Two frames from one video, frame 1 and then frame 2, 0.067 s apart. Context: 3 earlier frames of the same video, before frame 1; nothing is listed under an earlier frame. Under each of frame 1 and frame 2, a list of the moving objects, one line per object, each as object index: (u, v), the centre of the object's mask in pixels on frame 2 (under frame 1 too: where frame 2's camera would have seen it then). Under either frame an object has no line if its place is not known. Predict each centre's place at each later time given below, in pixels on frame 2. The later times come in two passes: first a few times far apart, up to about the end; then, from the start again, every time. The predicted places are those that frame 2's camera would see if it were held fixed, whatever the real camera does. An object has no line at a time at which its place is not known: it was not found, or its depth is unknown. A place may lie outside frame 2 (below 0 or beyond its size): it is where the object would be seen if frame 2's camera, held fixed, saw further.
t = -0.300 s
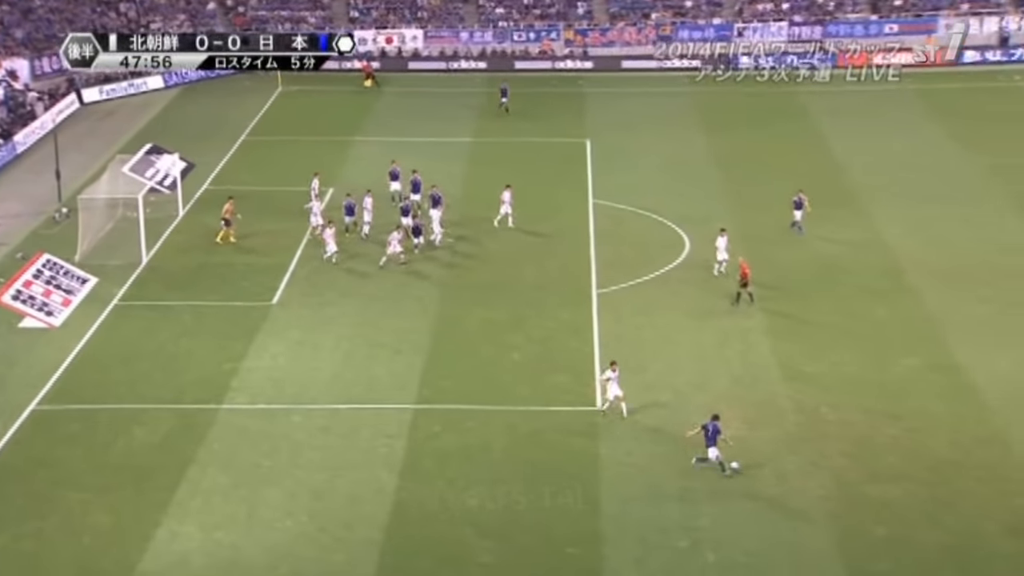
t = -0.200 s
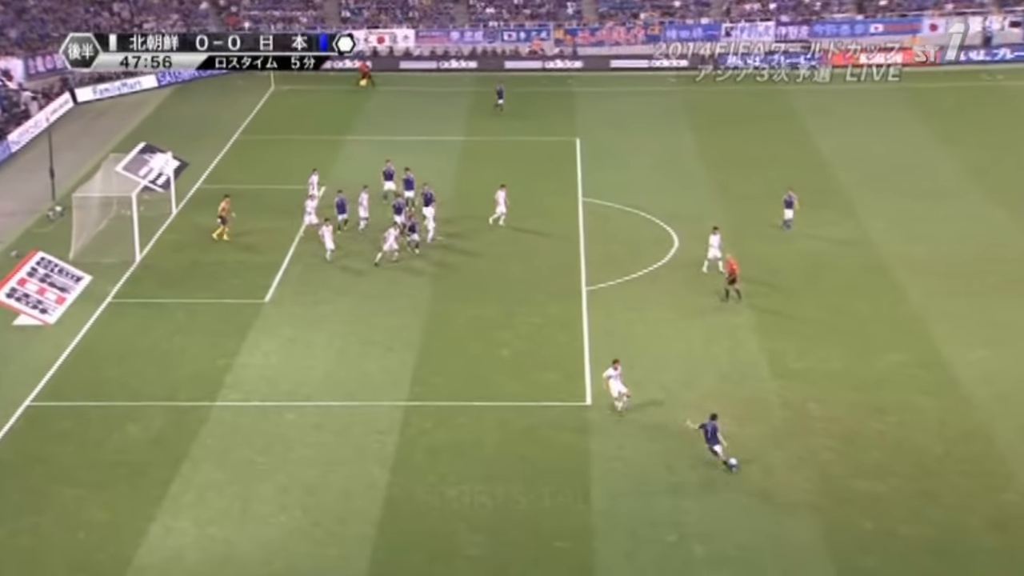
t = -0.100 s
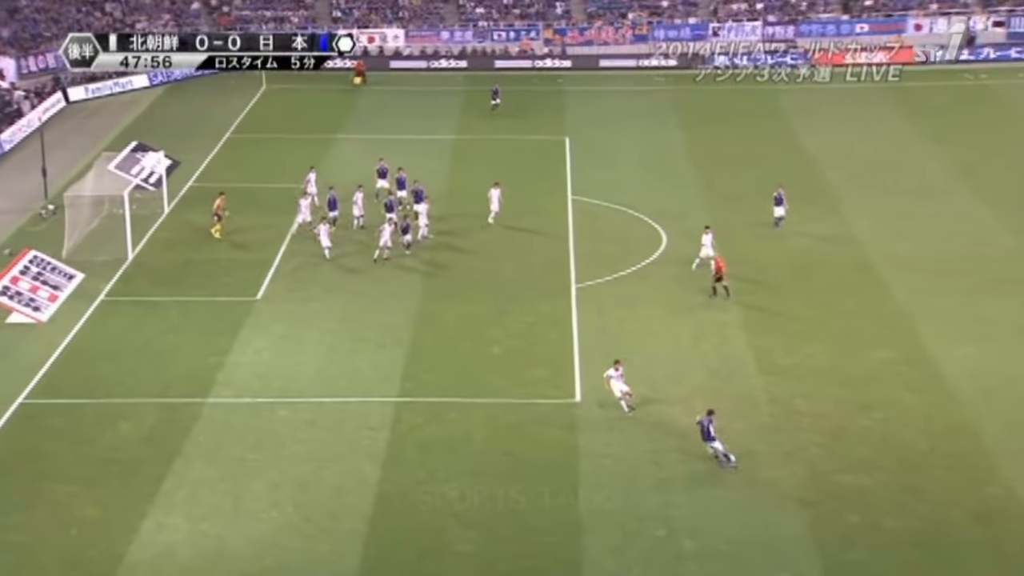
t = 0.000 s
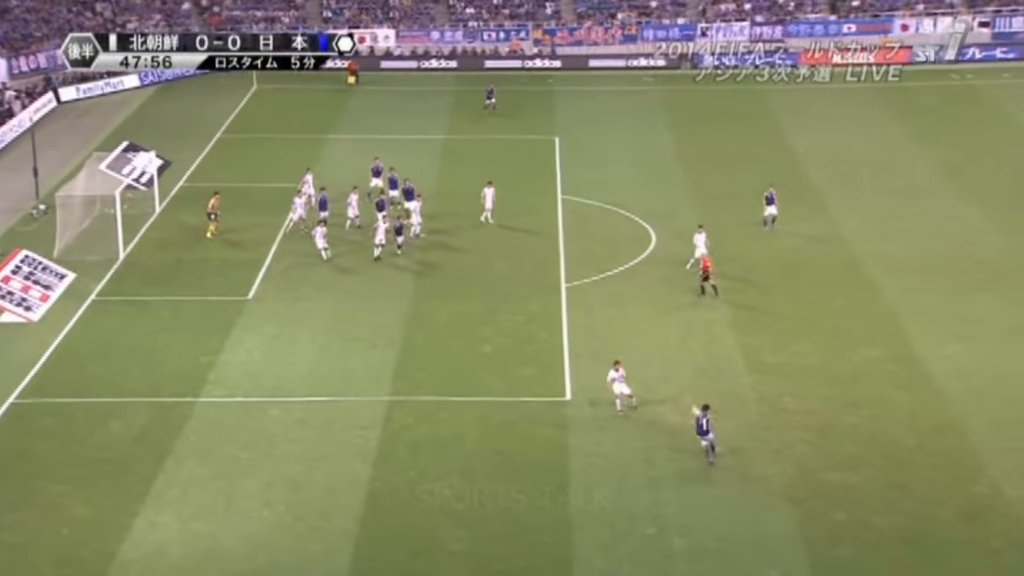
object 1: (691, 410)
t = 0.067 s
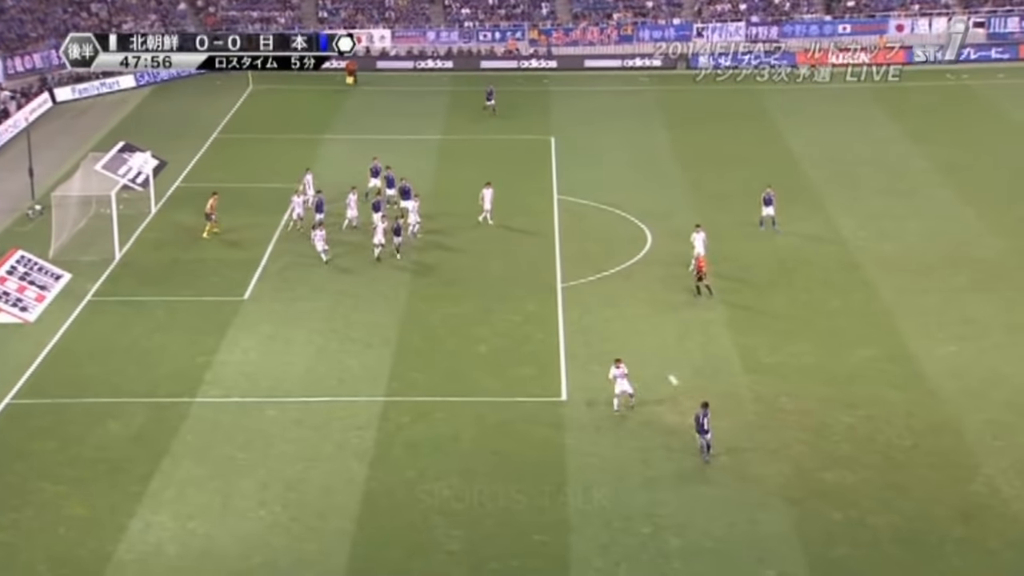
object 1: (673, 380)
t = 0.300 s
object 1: (609, 291)
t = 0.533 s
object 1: (549, 230)
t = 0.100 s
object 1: (663, 366)
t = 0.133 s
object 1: (654, 351)
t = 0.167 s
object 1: (645, 338)
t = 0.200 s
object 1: (635, 325)
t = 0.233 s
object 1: (627, 313)
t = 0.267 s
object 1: (618, 301)
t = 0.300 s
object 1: (609, 291)
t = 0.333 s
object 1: (600, 280)
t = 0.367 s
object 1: (591, 270)
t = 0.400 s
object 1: (583, 262)
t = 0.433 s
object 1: (574, 253)
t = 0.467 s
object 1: (566, 245)
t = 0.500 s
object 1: (558, 238)
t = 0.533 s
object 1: (549, 230)
